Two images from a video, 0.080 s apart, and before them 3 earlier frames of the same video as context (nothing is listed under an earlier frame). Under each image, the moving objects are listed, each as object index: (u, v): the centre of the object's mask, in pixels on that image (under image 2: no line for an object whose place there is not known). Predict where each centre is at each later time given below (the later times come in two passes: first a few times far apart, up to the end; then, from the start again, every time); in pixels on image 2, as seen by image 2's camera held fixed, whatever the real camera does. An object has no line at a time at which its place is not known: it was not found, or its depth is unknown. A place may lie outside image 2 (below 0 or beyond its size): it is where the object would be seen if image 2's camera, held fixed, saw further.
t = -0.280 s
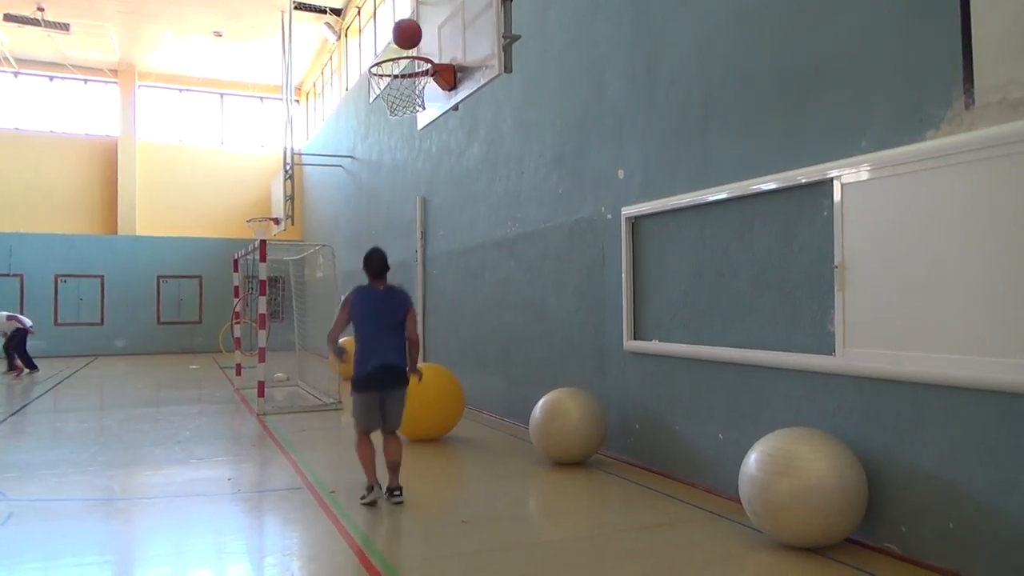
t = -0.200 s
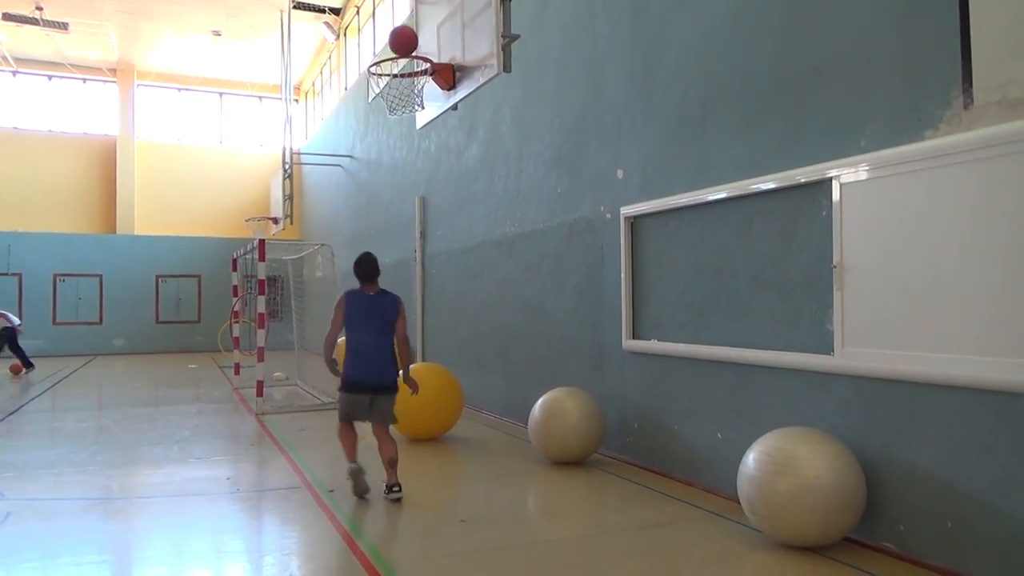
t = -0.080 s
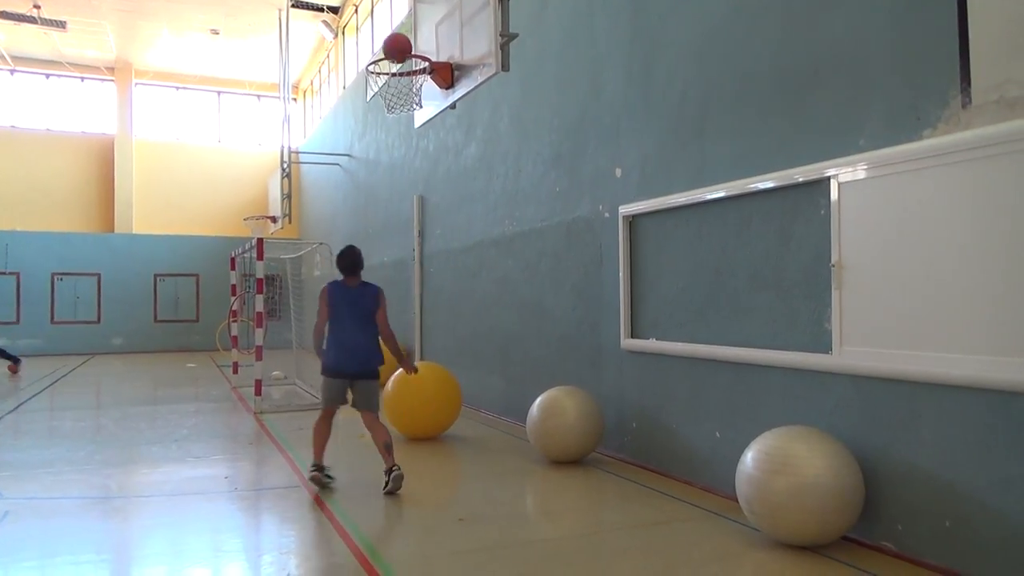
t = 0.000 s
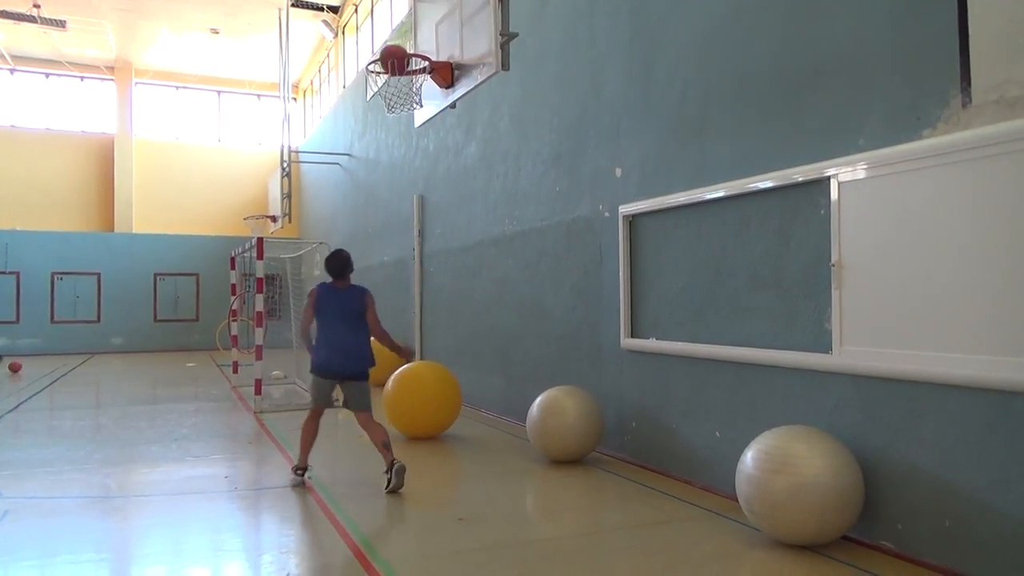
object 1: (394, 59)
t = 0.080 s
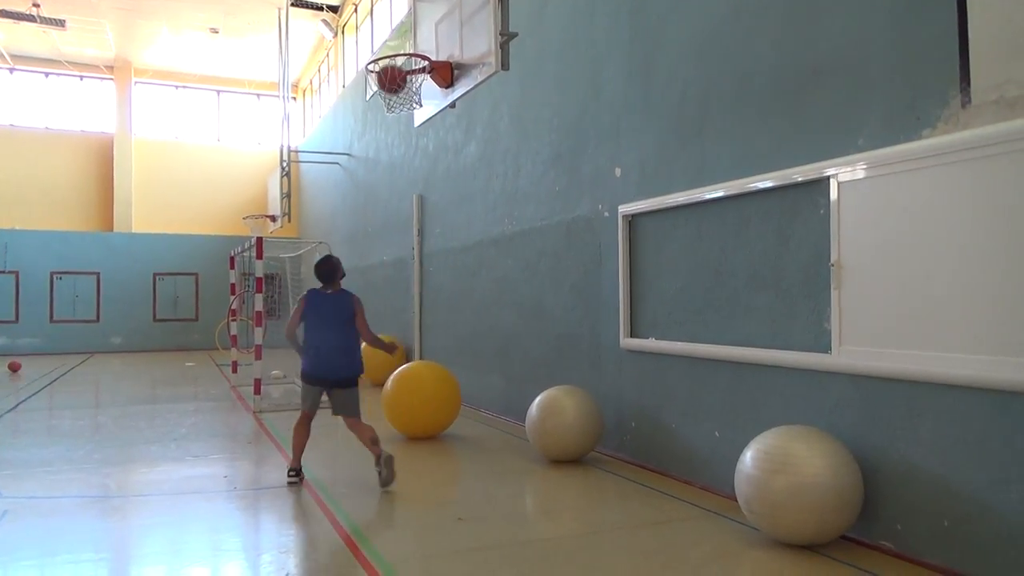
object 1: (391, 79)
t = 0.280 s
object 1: (396, 135)
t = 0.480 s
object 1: (405, 226)
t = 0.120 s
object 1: (390, 92)
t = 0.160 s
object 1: (390, 103)
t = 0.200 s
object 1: (392, 112)
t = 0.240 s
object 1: (394, 122)
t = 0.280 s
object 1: (396, 135)
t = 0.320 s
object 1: (398, 149)
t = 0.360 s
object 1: (399, 165)
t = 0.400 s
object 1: (402, 184)
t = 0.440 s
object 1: (404, 204)
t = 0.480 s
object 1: (405, 226)
